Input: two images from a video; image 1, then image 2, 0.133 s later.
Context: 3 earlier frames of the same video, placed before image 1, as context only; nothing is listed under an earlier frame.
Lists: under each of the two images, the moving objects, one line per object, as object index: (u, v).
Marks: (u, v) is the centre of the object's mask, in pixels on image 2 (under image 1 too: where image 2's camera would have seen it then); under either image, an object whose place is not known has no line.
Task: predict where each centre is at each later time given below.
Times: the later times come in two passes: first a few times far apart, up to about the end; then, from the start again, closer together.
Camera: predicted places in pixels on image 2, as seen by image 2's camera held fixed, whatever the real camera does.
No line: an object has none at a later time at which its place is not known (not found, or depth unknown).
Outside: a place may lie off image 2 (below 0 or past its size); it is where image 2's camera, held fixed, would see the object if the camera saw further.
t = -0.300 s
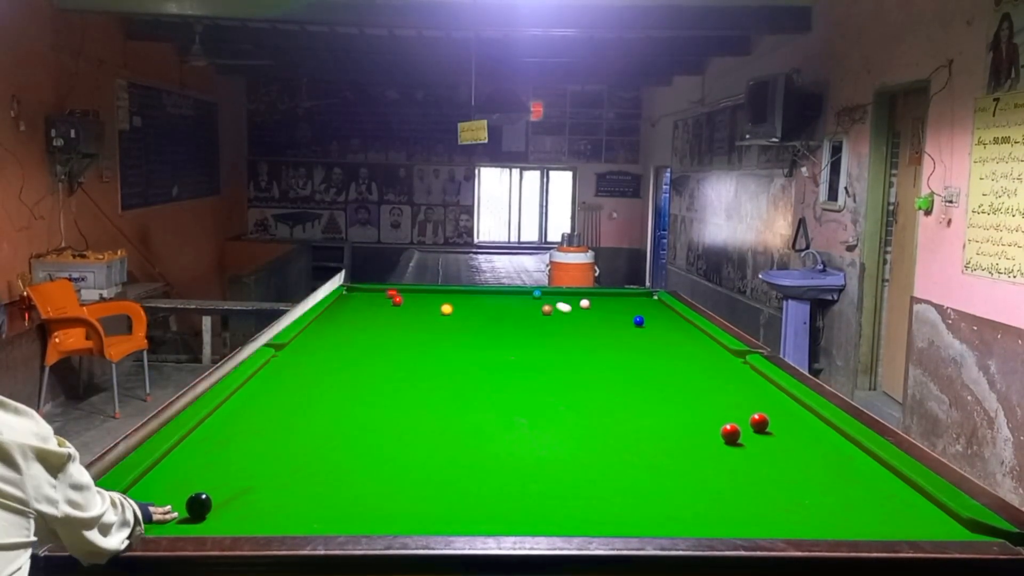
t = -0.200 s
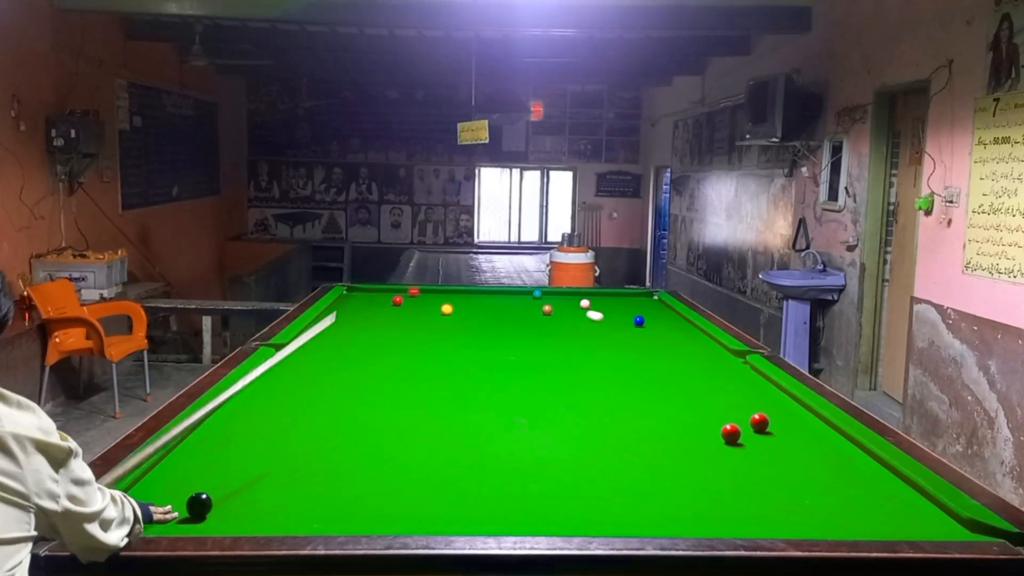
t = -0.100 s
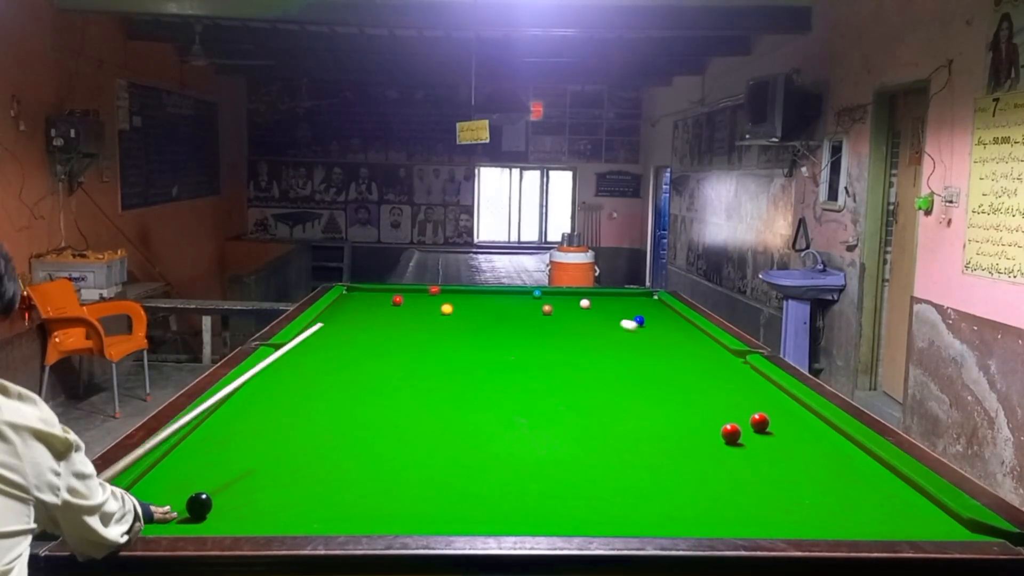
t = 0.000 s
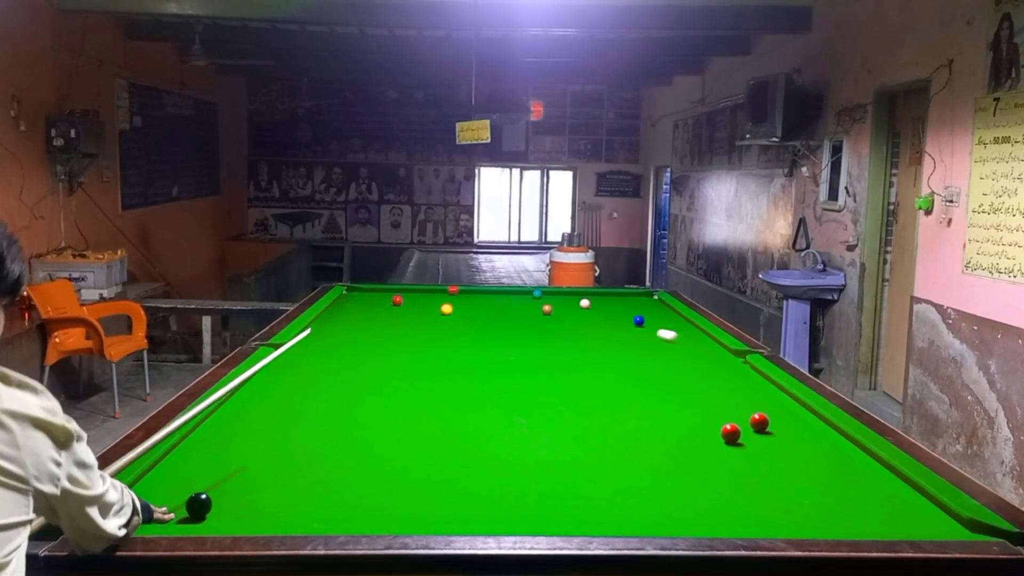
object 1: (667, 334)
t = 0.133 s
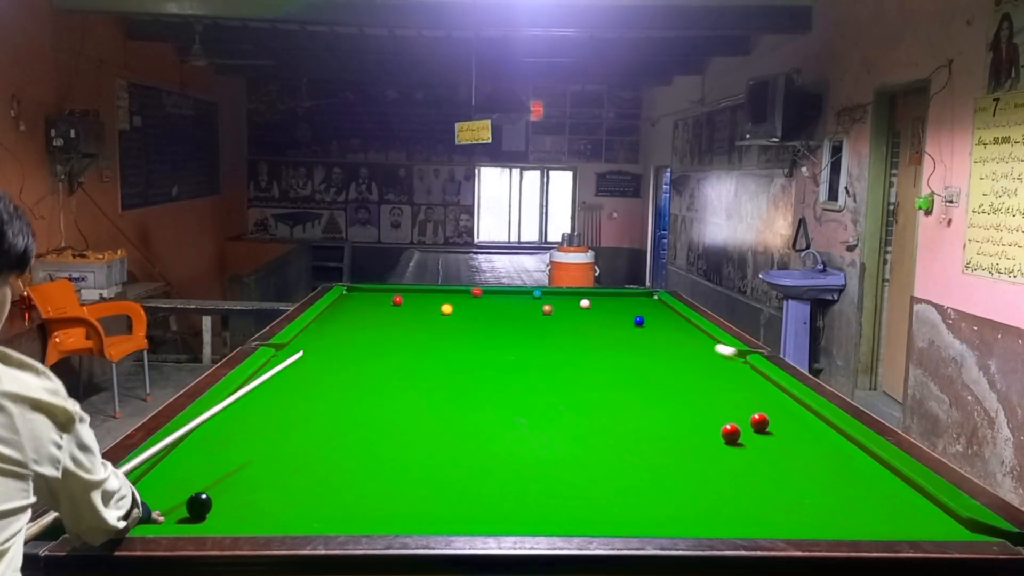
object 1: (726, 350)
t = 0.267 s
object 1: (692, 349)
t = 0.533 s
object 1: (574, 336)
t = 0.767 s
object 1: (488, 327)
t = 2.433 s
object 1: (547, 294)
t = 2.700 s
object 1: (583, 292)
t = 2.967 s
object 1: (615, 294)
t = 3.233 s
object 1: (646, 297)
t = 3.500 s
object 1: (645, 299)
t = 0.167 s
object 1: (739, 354)
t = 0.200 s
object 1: (731, 353)
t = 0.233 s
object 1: (711, 351)
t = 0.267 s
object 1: (692, 349)
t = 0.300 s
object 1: (675, 347)
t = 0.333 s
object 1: (658, 345)
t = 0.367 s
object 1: (643, 343)
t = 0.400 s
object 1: (628, 342)
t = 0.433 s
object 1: (614, 340)
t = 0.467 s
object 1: (600, 339)
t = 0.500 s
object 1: (587, 337)
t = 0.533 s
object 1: (574, 336)
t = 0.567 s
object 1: (561, 335)
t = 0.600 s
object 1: (548, 334)
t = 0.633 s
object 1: (536, 332)
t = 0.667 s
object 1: (524, 331)
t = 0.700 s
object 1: (511, 330)
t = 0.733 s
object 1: (500, 329)
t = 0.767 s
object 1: (488, 327)
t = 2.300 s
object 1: (525, 296)
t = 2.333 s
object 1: (530, 295)
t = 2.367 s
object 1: (536, 295)
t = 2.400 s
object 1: (542, 295)
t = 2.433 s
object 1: (547, 294)
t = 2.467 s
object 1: (551, 294)
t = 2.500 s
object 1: (555, 294)
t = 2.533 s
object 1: (560, 293)
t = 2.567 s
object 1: (565, 293)
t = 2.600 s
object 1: (569, 293)
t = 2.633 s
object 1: (574, 292)
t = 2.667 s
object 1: (579, 292)
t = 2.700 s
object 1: (583, 292)
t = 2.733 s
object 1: (587, 292)
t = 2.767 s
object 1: (591, 292)
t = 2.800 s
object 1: (595, 293)
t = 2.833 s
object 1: (599, 293)
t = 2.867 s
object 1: (603, 293)
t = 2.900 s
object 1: (607, 293)
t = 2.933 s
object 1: (611, 294)
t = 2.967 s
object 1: (615, 294)
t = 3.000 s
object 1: (619, 294)
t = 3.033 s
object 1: (623, 295)
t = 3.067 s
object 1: (627, 295)
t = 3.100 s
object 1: (630, 295)
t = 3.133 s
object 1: (634, 296)
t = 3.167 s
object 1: (638, 296)
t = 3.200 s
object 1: (642, 297)
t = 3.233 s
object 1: (646, 297)
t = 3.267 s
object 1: (649, 297)
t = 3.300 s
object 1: (653, 298)
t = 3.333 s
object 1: (656, 298)
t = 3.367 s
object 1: (654, 298)
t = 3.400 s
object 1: (652, 298)
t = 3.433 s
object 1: (649, 299)
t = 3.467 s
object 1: (647, 299)
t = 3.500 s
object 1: (645, 299)
